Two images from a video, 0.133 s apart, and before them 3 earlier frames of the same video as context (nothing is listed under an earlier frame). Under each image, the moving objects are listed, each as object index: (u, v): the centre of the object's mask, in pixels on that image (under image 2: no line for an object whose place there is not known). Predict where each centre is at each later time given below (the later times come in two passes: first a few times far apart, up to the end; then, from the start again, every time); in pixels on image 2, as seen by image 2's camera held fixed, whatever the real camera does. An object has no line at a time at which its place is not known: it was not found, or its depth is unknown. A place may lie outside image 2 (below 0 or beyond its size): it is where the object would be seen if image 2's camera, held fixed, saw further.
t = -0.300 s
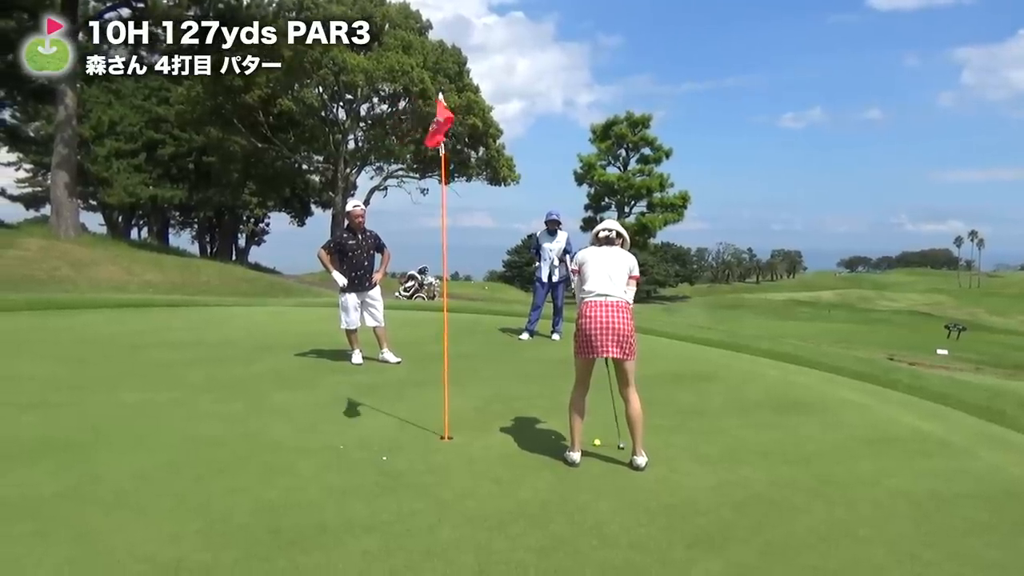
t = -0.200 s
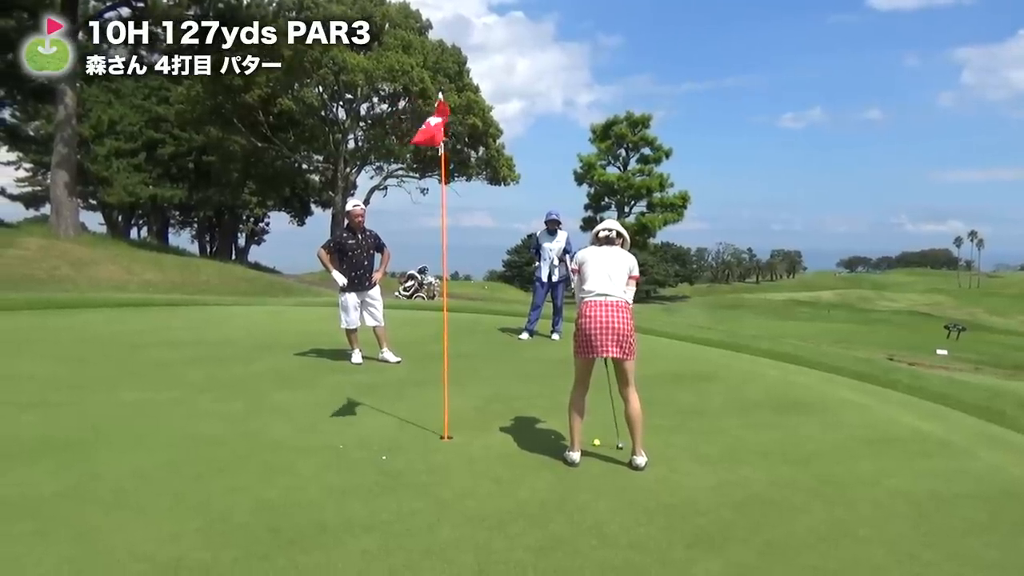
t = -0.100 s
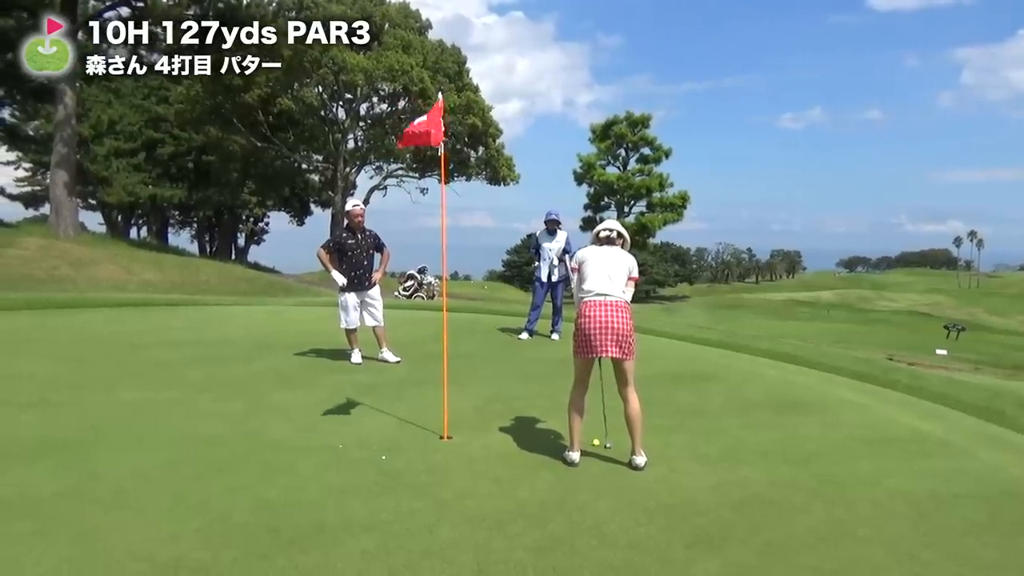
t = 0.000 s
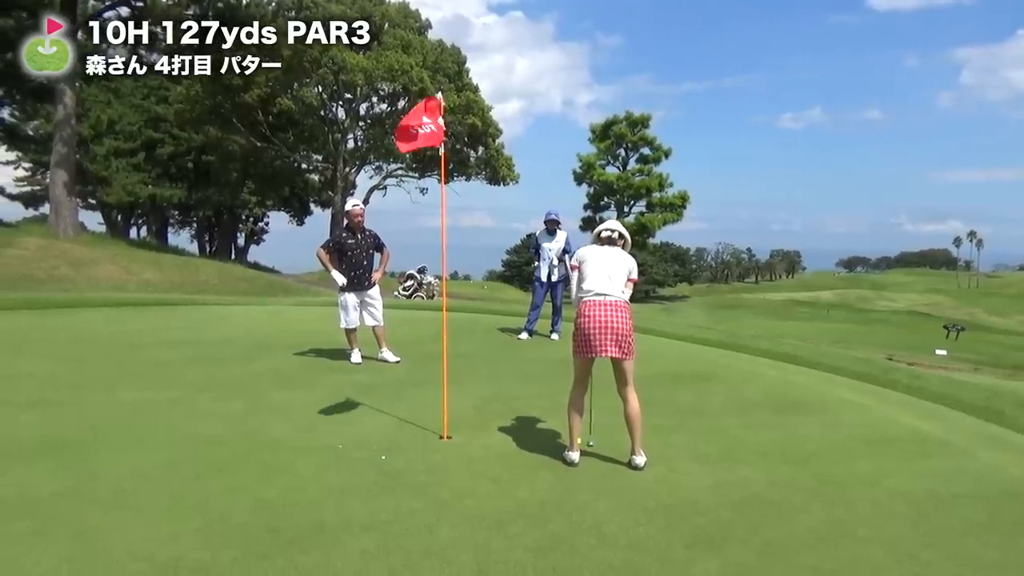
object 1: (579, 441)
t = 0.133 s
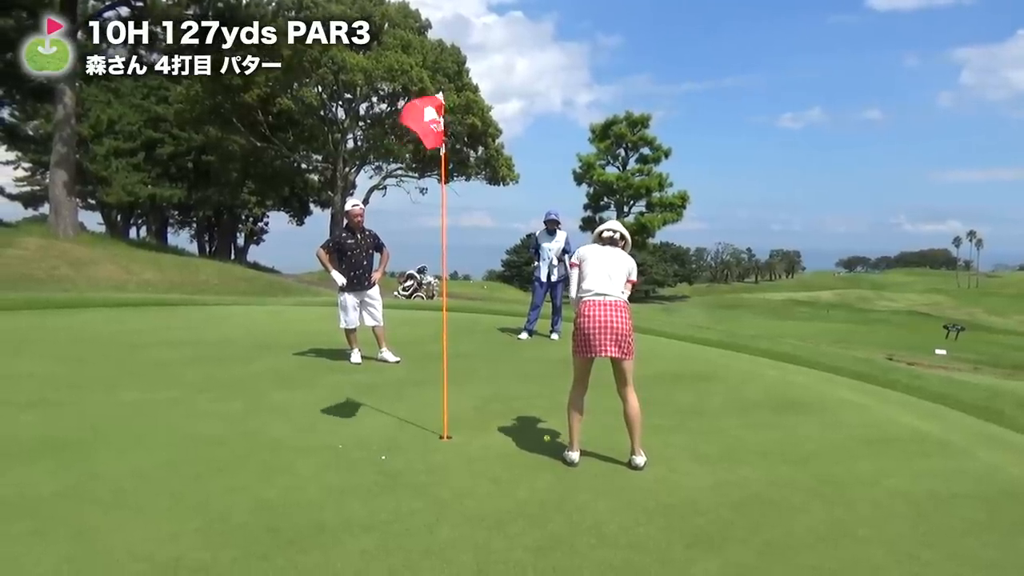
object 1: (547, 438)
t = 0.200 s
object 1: (534, 437)
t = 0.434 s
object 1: (493, 434)
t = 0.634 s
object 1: (466, 433)
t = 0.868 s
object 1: (439, 432)
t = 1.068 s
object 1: (424, 434)
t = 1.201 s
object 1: (416, 434)
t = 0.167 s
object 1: (540, 437)
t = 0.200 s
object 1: (534, 437)
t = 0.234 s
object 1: (528, 437)
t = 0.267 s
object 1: (521, 436)
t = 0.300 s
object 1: (515, 437)
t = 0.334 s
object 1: (510, 435)
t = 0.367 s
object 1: (504, 435)
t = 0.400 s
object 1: (499, 435)
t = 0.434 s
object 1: (493, 434)
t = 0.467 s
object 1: (489, 434)
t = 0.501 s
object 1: (483, 434)
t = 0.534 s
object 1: (479, 433)
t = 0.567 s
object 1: (474, 433)
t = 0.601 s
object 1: (470, 433)
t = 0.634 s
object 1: (466, 433)
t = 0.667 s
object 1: (462, 432)
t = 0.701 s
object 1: (458, 432)
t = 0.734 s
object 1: (454, 432)
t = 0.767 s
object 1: (451, 432)
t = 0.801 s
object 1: (448, 432)
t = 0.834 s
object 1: (442, 432)
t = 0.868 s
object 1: (439, 432)
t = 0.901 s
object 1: (437, 432)
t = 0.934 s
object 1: (434, 433)
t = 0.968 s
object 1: (431, 432)
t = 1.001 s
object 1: (429, 433)
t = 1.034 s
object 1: (426, 433)
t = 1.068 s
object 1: (424, 434)
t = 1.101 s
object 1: (421, 434)
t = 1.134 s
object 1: (419, 434)
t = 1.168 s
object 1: (417, 434)
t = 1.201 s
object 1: (416, 434)
